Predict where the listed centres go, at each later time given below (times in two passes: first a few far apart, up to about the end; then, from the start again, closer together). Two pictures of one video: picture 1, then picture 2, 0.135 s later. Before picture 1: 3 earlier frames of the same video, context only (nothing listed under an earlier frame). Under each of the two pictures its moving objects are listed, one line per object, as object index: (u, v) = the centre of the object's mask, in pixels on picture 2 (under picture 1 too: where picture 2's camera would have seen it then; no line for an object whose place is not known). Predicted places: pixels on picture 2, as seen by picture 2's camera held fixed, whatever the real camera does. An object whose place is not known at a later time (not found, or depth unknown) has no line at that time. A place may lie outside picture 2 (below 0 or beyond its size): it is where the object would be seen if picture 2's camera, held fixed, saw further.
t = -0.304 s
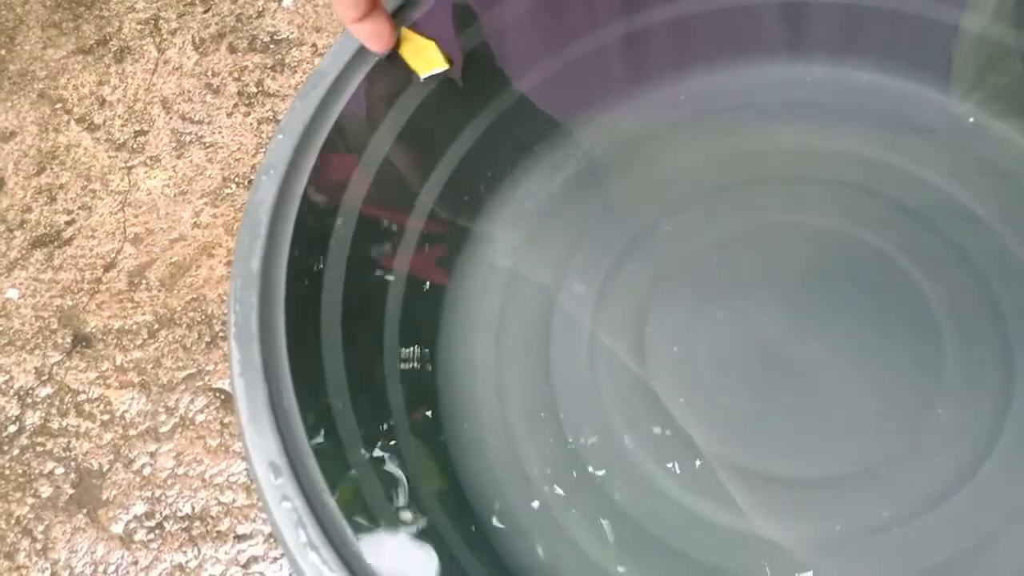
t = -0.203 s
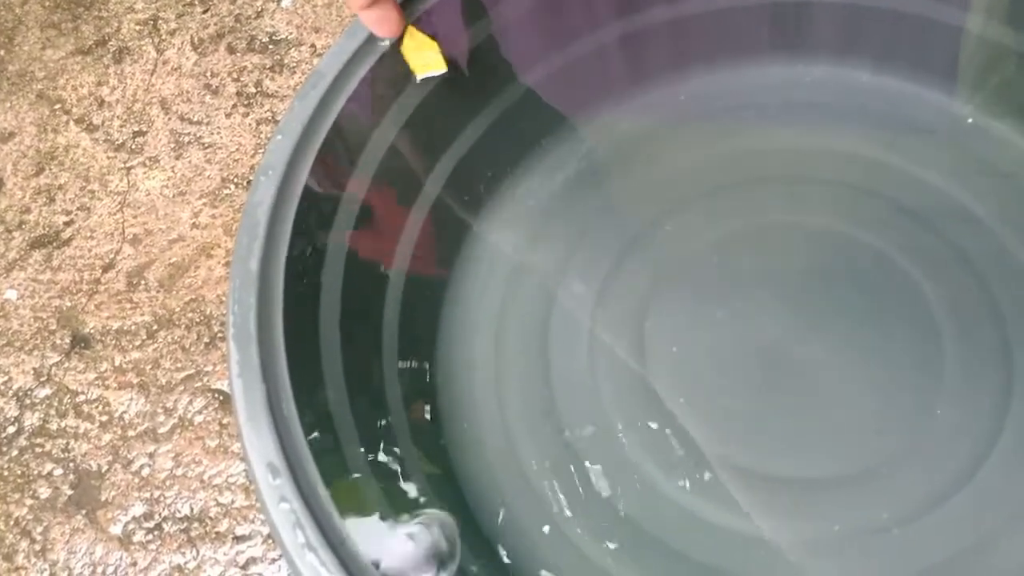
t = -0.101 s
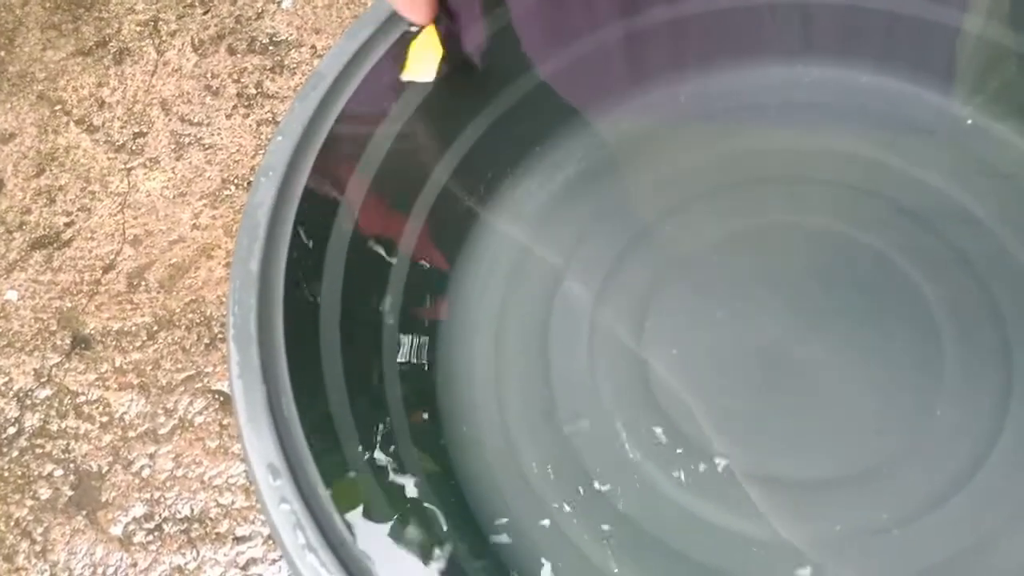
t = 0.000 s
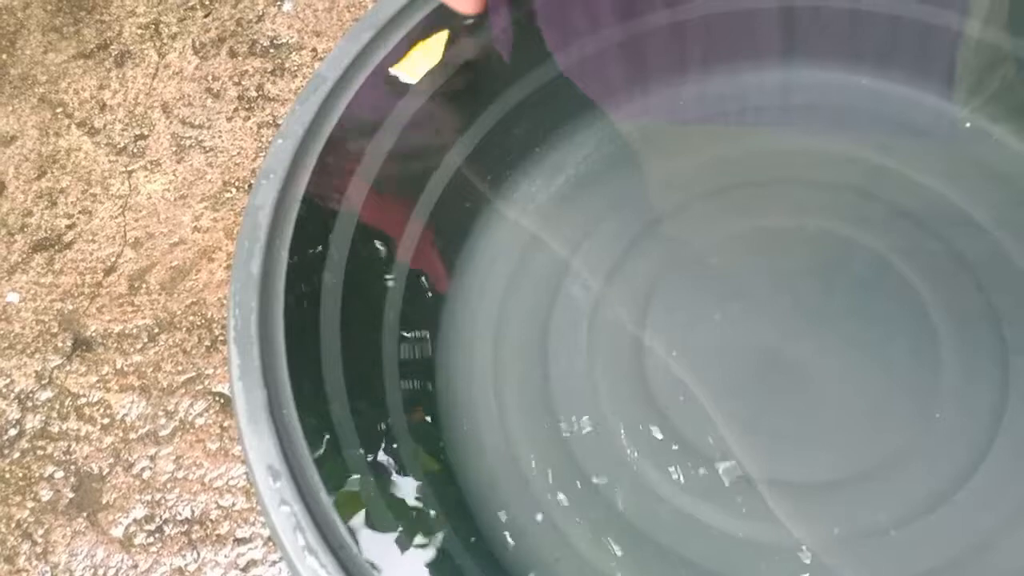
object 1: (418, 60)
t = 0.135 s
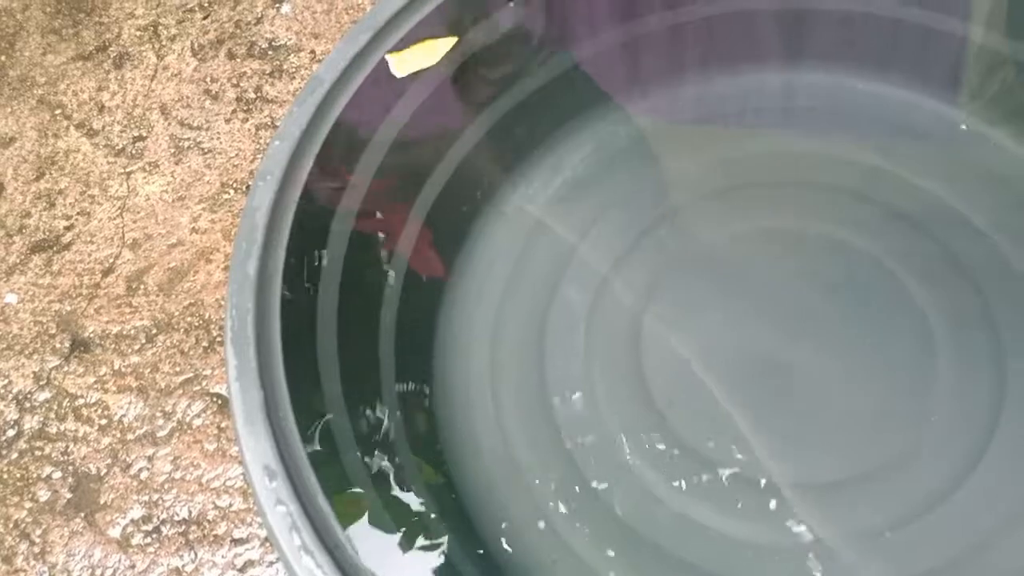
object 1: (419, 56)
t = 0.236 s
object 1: (423, 52)
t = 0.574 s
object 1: (446, 48)
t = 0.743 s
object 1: (456, 50)
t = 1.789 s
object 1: (489, 95)
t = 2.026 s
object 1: (488, 104)
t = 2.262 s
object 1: (487, 115)
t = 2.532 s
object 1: (483, 127)
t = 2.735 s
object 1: (480, 134)
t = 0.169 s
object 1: (420, 54)
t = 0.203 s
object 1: (421, 53)
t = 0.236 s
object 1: (423, 52)
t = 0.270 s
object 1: (425, 51)
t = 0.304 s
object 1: (426, 51)
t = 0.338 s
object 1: (429, 50)
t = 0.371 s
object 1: (431, 49)
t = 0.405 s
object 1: (433, 49)
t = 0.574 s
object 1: (446, 48)
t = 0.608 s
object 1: (448, 48)
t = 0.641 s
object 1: (450, 49)
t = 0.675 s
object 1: (452, 49)
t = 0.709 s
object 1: (454, 50)
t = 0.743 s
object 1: (456, 50)
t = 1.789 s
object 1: (489, 95)
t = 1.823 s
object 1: (488, 96)
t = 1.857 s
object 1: (488, 97)
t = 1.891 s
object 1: (488, 98)
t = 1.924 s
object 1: (488, 100)
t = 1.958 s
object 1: (488, 101)
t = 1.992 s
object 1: (488, 103)
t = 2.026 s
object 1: (488, 104)
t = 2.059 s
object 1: (488, 106)
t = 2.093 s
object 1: (488, 107)
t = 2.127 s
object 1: (488, 109)
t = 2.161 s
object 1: (488, 111)
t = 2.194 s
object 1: (487, 112)
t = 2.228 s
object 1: (487, 113)
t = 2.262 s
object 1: (487, 115)
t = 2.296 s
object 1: (487, 117)
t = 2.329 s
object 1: (486, 118)
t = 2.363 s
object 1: (486, 119)
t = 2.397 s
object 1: (485, 121)
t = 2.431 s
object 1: (485, 122)
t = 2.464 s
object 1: (484, 124)
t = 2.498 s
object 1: (484, 125)
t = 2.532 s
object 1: (483, 127)
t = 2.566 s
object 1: (483, 128)
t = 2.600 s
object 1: (482, 129)
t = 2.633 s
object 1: (482, 131)
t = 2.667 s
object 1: (481, 132)
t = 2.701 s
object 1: (480, 133)
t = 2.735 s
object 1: (480, 134)
